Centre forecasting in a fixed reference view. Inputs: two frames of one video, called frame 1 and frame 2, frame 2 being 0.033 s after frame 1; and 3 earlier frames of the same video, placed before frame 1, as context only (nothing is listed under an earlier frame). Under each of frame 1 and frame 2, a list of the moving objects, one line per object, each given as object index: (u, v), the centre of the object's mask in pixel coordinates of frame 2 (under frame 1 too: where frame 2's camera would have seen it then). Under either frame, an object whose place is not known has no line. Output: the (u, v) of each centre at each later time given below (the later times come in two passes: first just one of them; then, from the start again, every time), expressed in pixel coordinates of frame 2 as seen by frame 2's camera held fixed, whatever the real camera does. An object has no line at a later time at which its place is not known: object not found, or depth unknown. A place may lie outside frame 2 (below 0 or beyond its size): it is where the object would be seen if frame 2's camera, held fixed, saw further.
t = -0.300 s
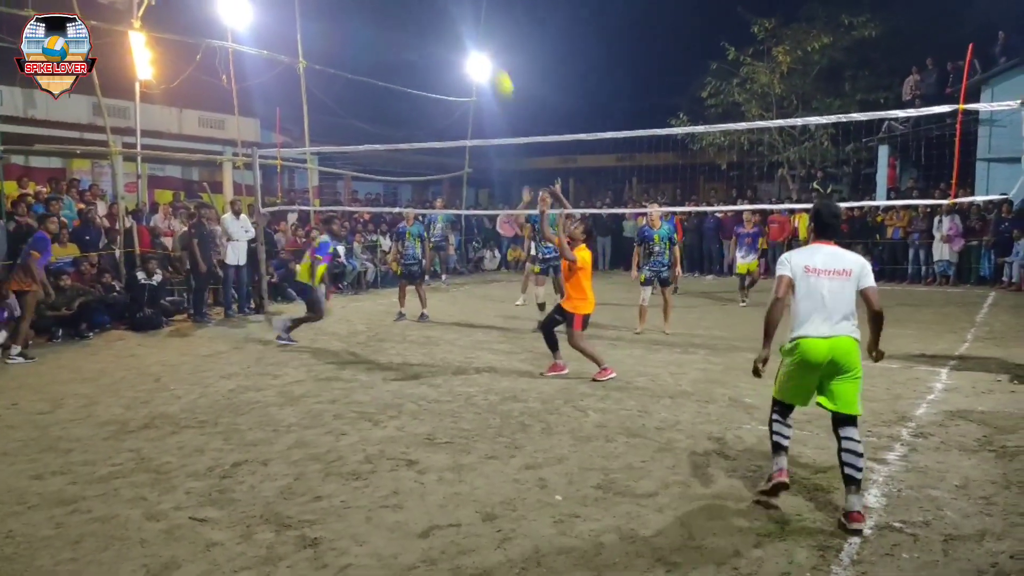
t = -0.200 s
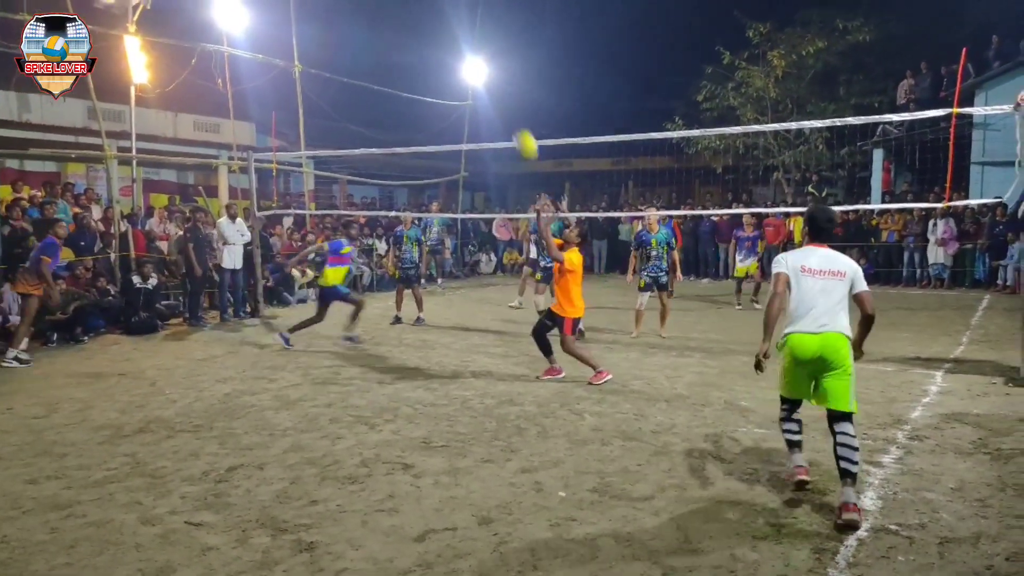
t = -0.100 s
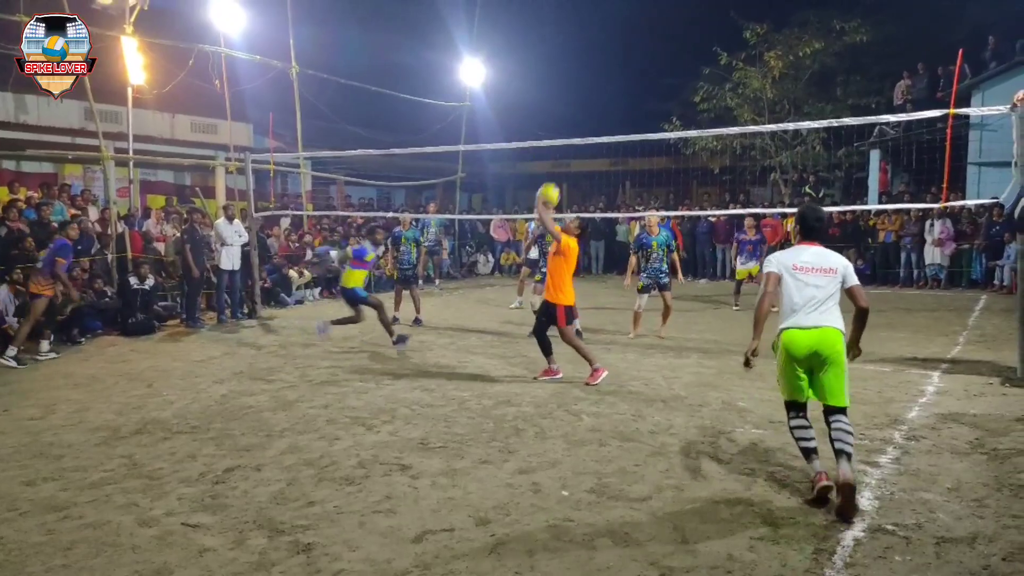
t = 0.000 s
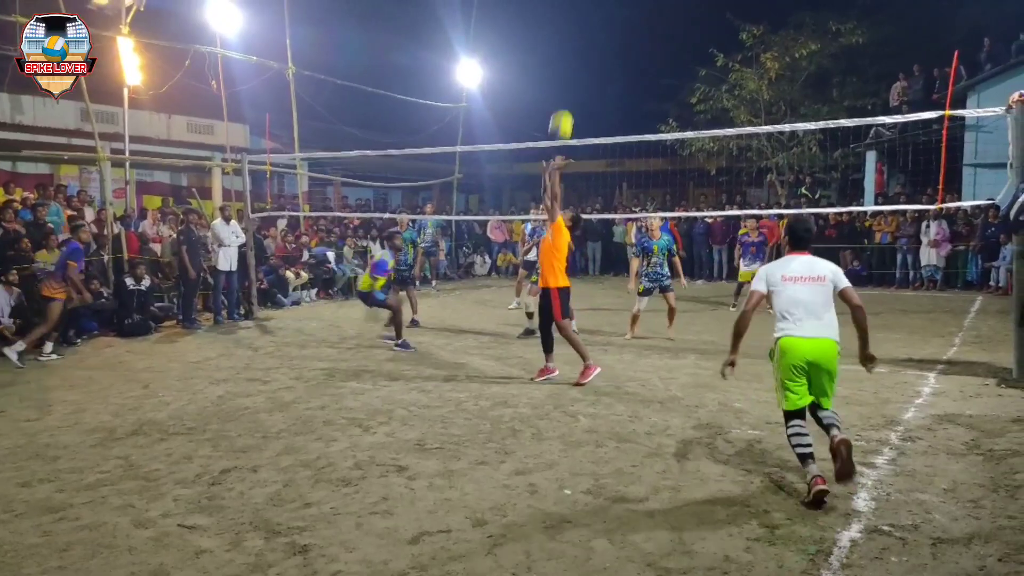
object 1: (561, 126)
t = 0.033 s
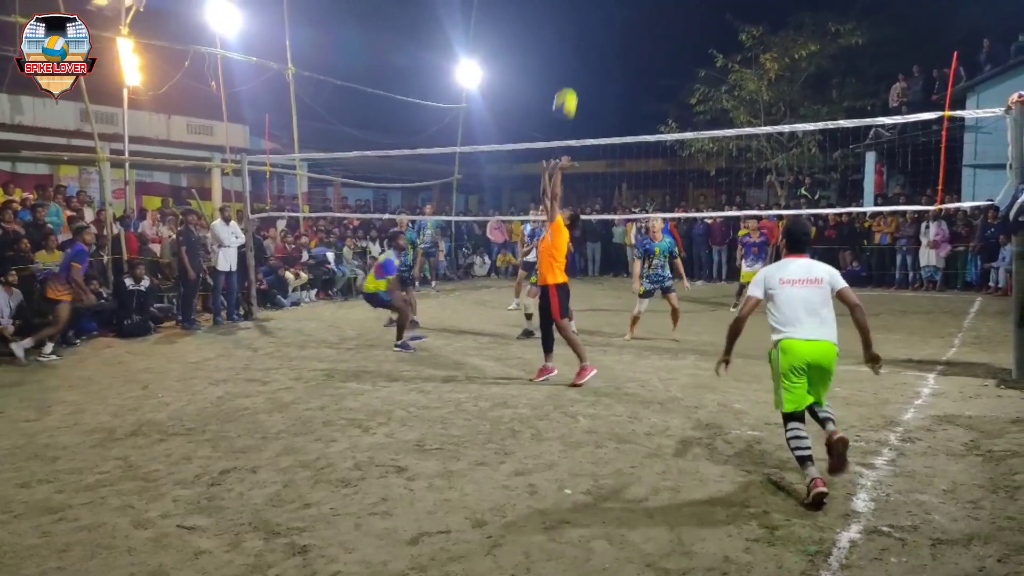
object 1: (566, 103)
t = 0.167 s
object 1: (586, 21)
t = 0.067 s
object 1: (571, 81)
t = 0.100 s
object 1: (576, 59)
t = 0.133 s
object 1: (581, 39)
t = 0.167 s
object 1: (586, 21)
